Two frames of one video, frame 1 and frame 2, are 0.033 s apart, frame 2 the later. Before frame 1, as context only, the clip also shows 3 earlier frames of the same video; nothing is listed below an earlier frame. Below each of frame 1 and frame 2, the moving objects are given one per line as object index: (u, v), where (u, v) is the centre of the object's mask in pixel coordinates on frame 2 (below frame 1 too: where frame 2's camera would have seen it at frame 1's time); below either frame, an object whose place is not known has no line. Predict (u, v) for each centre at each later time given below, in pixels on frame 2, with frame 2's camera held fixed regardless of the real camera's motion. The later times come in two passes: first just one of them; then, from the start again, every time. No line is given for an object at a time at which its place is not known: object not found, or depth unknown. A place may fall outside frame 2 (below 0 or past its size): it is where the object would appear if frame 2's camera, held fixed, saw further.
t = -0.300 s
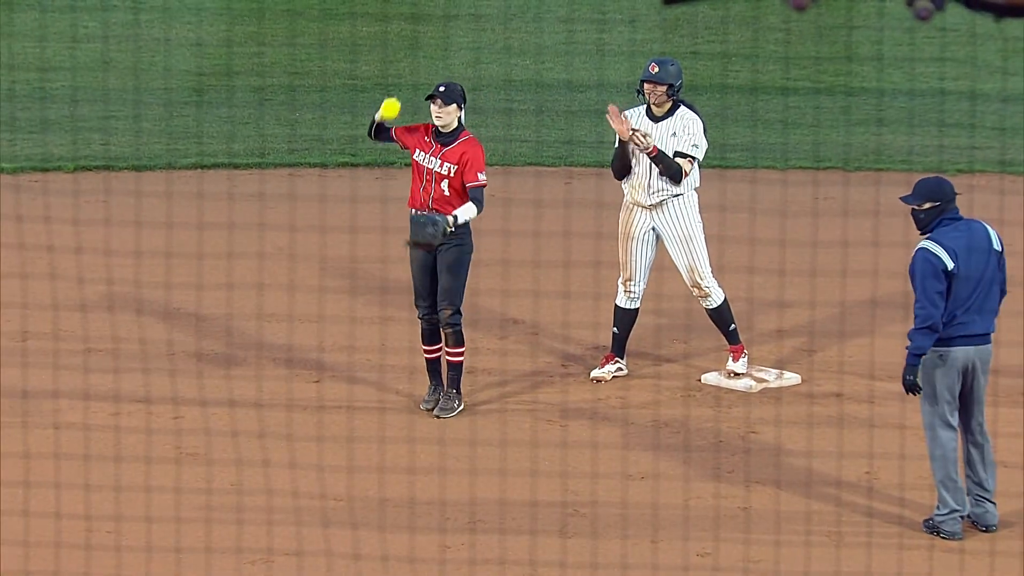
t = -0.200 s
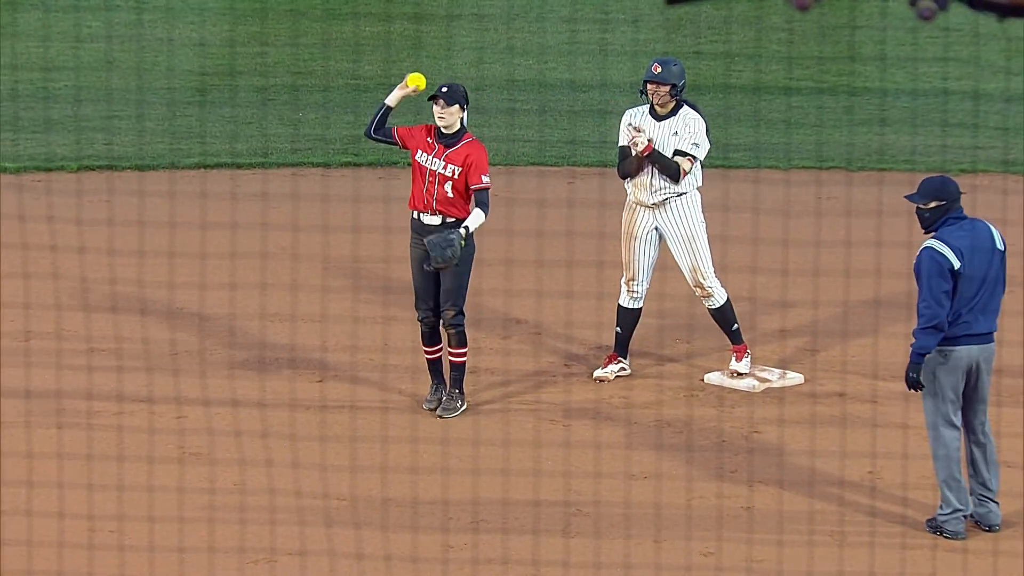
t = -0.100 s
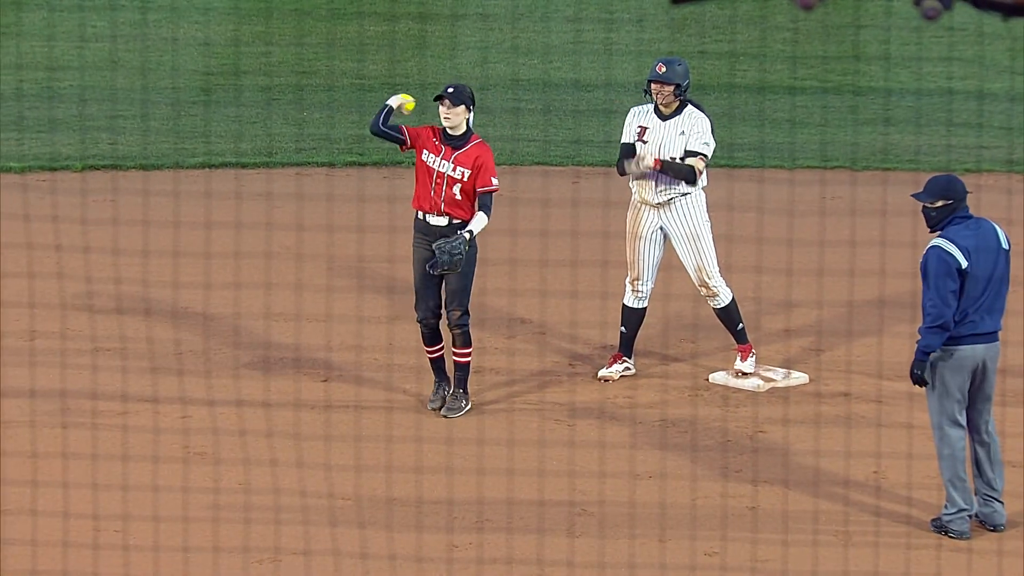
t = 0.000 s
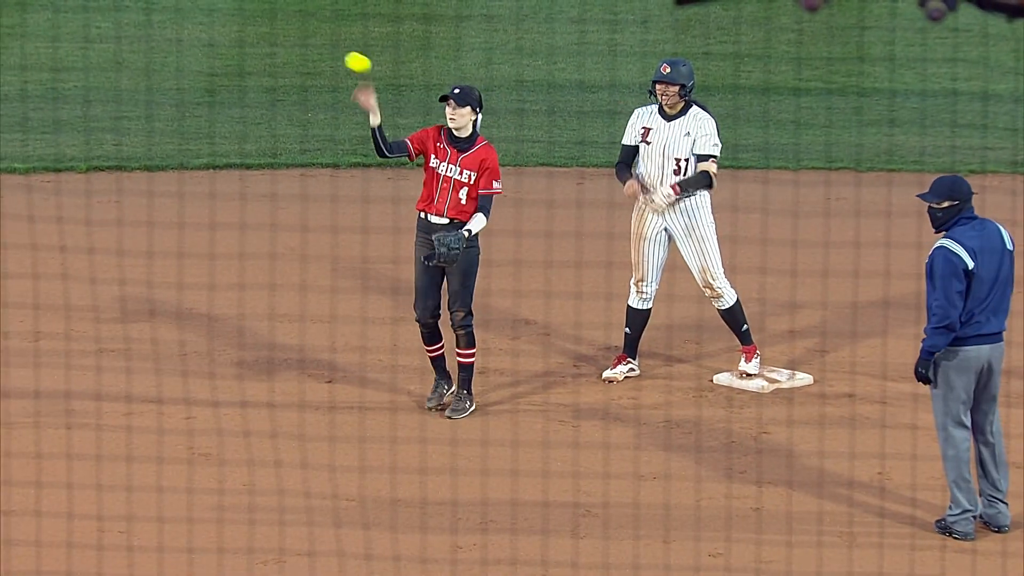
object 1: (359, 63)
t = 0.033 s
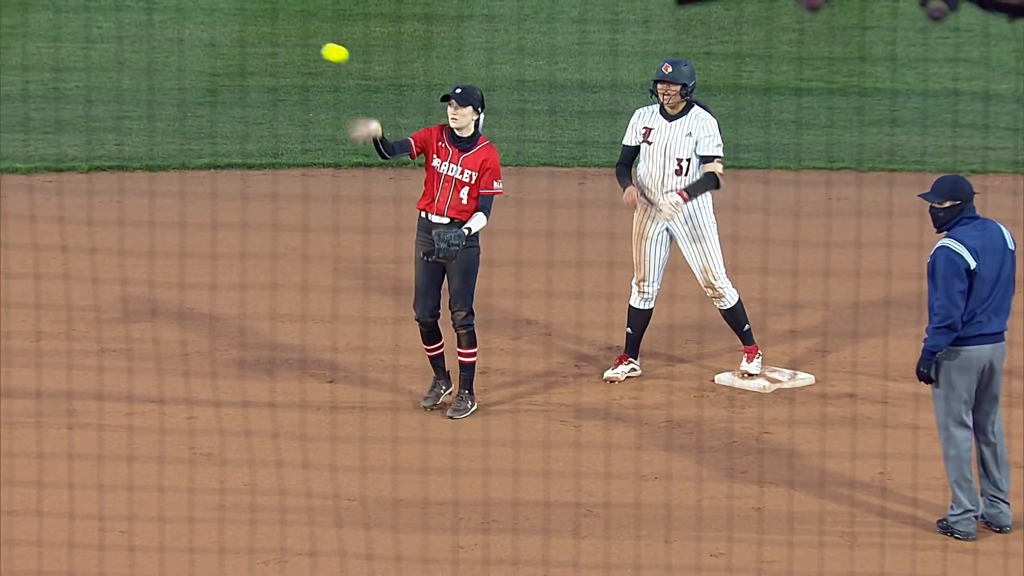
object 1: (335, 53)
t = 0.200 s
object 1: (211, 34)
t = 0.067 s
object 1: (311, 45)
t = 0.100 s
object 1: (286, 40)
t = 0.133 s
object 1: (261, 36)
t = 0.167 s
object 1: (237, 34)
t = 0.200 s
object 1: (211, 34)
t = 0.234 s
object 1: (186, 37)
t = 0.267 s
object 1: (159, 41)
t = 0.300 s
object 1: (133, 48)
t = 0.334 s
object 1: (106, 57)
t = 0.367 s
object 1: (79, 69)
